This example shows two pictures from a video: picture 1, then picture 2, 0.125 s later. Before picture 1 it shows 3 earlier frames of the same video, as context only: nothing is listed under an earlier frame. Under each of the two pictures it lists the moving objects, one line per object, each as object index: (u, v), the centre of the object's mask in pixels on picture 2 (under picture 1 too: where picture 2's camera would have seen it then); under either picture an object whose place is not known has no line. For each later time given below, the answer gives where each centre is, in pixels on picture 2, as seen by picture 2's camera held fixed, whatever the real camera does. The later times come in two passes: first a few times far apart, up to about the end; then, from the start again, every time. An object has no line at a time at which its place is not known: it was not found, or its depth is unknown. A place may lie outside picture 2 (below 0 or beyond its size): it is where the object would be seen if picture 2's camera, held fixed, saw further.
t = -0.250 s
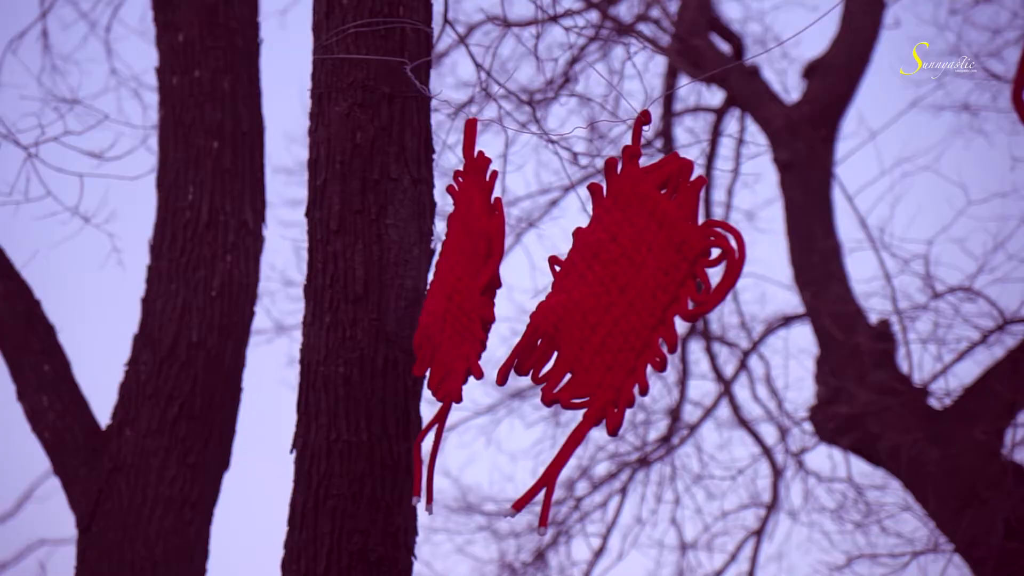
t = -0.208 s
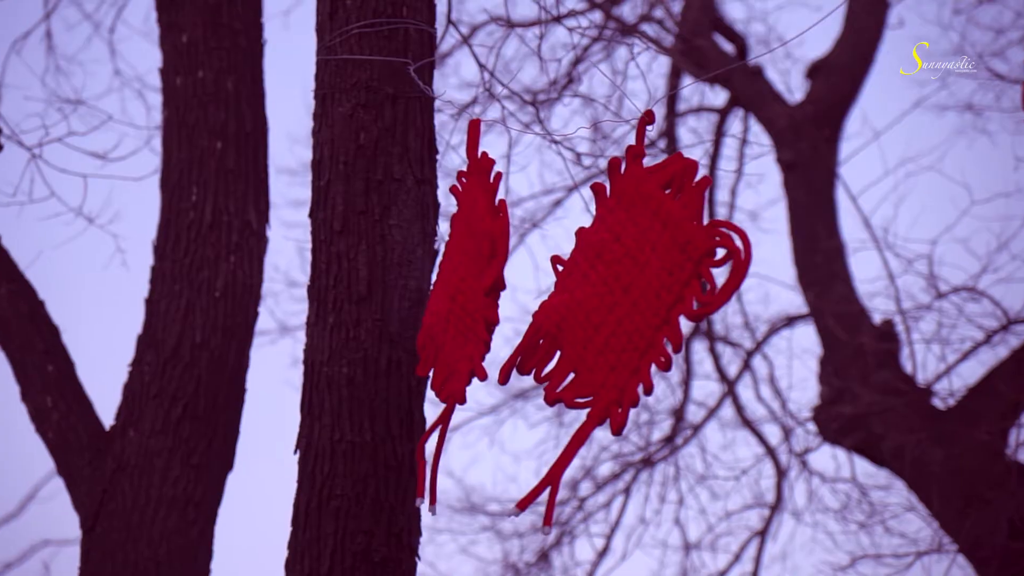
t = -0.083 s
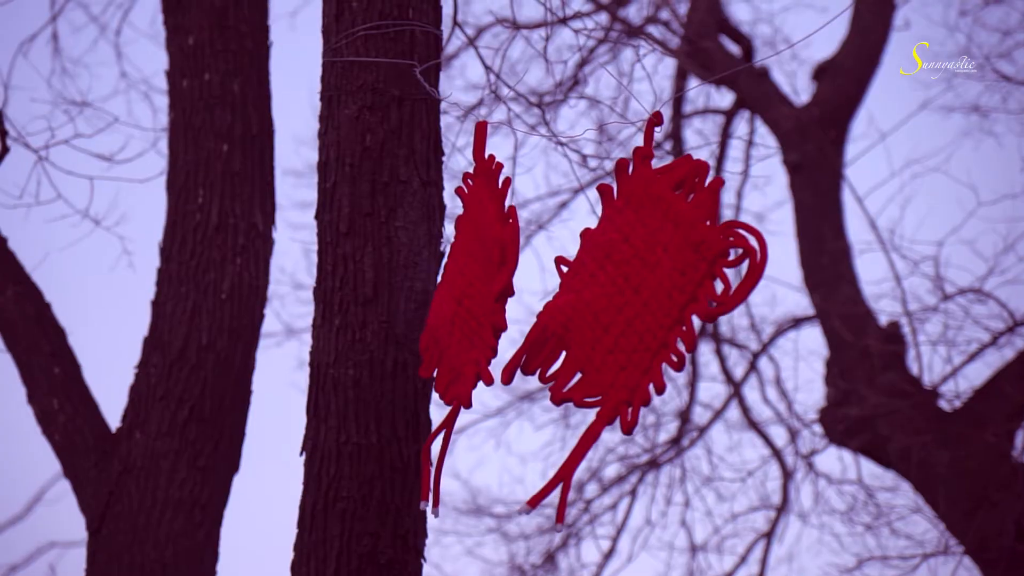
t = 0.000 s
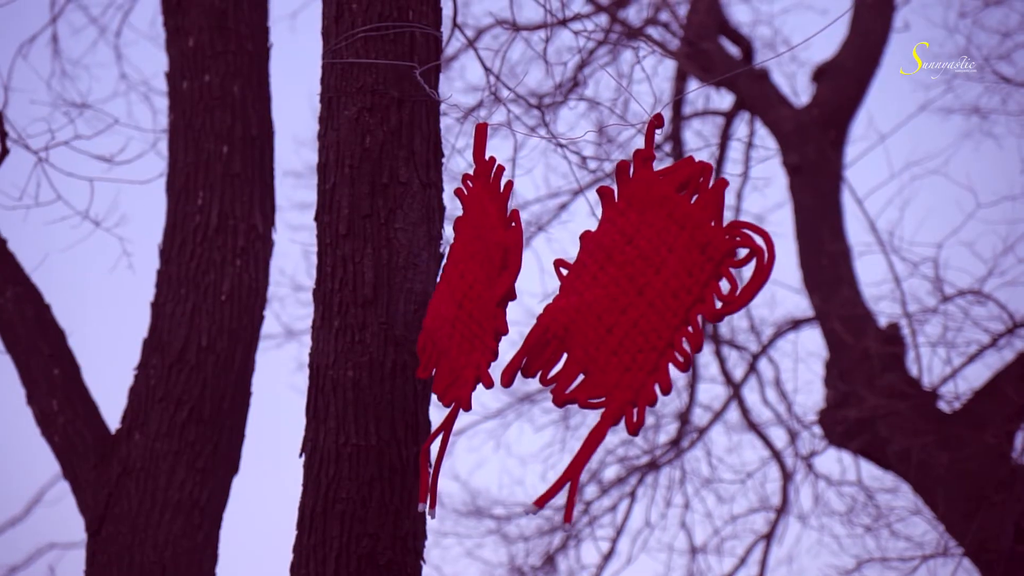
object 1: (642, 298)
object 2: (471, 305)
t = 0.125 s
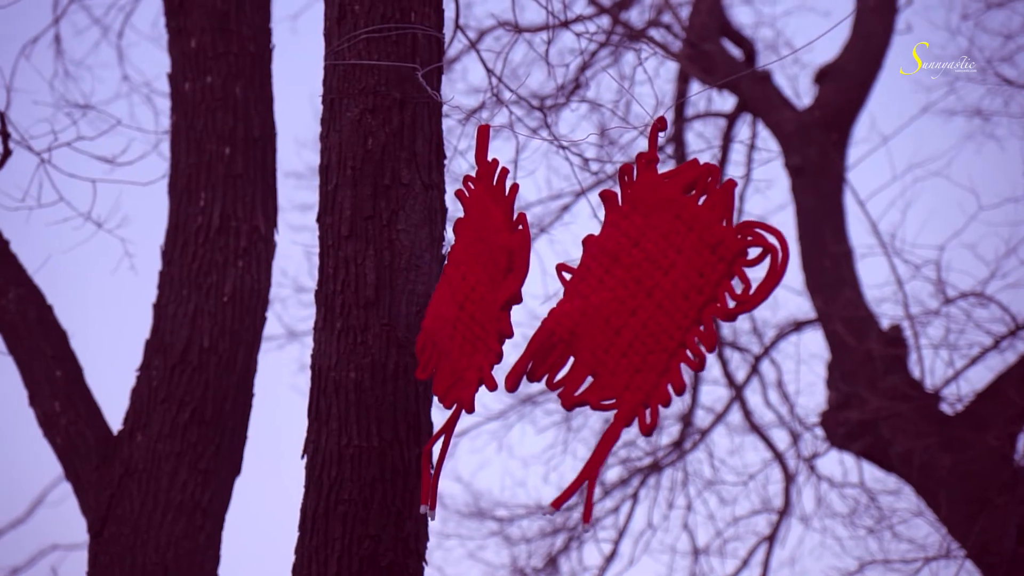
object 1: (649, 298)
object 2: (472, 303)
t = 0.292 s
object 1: (657, 298)
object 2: (474, 301)
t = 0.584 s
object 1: (662, 300)
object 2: (479, 293)
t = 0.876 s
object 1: (656, 304)
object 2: (481, 291)
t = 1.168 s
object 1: (652, 304)
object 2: (474, 293)
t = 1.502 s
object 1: (656, 299)
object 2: (466, 290)
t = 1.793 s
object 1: (659, 302)
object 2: (470, 289)
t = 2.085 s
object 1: (657, 303)
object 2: (475, 290)
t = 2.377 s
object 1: (660, 305)
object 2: (475, 301)
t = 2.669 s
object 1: (668, 305)
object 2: (475, 306)
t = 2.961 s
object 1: (672, 302)
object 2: (476, 303)
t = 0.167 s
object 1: (651, 298)
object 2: (472, 303)
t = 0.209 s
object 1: (653, 298)
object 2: (473, 302)
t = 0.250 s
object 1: (655, 298)
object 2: (473, 301)
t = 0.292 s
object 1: (657, 298)
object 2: (474, 301)
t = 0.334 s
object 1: (659, 297)
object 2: (475, 299)
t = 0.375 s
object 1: (660, 297)
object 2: (475, 298)
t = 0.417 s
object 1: (661, 297)
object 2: (476, 297)
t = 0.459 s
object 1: (662, 298)
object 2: (477, 296)
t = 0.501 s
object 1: (662, 298)
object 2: (478, 295)
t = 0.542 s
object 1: (662, 299)
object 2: (479, 294)
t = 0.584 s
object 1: (662, 300)
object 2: (479, 293)
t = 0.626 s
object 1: (661, 300)
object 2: (480, 292)
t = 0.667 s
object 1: (660, 301)
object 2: (481, 292)
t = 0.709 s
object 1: (660, 301)
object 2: (481, 291)
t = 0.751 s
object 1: (659, 302)
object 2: (482, 291)
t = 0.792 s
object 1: (657, 303)
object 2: (482, 291)
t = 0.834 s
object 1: (656, 303)
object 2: (482, 291)
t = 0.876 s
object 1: (656, 304)
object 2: (481, 291)
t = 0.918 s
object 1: (655, 304)
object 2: (481, 292)
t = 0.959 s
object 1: (654, 304)
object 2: (480, 292)
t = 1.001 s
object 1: (653, 305)
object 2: (479, 292)
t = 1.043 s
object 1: (653, 305)
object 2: (478, 293)
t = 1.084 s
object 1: (652, 305)
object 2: (477, 293)
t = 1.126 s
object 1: (652, 305)
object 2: (476, 293)
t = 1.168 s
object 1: (652, 304)
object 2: (474, 293)
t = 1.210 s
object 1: (653, 304)
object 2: (473, 293)
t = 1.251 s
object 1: (653, 303)
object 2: (472, 292)
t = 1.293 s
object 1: (653, 302)
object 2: (470, 292)
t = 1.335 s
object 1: (654, 301)
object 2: (469, 291)
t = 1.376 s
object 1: (654, 300)
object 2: (468, 291)
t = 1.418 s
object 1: (655, 300)
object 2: (467, 291)
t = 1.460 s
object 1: (656, 299)
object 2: (467, 290)
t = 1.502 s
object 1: (656, 299)
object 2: (466, 290)
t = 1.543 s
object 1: (657, 298)
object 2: (466, 290)
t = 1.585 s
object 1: (658, 298)
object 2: (467, 290)
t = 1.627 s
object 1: (658, 299)
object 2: (467, 289)
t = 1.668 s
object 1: (658, 300)
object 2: (468, 289)
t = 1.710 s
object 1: (659, 300)
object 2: (468, 289)
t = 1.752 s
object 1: (659, 301)
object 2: (469, 289)
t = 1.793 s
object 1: (659, 302)
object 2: (470, 289)
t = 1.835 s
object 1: (658, 302)
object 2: (471, 289)
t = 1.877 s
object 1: (658, 303)
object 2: (473, 288)
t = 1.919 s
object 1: (658, 303)
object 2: (473, 289)
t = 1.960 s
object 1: (658, 303)
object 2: (474, 289)
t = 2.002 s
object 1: (658, 303)
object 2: (474, 289)
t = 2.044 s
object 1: (657, 303)
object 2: (475, 290)
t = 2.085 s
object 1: (657, 303)
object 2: (475, 290)
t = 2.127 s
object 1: (657, 303)
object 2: (475, 291)
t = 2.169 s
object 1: (657, 303)
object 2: (475, 293)
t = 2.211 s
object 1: (658, 303)
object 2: (475, 293)
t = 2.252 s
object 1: (658, 304)
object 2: (475, 295)
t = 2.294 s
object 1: (659, 304)
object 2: (475, 297)
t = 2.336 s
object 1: (659, 304)
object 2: (475, 299)
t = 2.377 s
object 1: (660, 305)
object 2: (475, 301)
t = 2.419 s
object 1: (661, 306)
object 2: (474, 303)
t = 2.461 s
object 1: (662, 306)
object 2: (474, 304)
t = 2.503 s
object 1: (663, 306)
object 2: (474, 306)
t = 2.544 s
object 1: (664, 306)
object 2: (475, 304)
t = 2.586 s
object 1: (665, 306)
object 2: (475, 305)
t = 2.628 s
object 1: (666, 305)
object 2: (475, 306)
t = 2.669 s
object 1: (668, 305)
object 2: (475, 306)
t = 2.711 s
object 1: (669, 304)
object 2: (476, 306)
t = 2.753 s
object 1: (670, 304)
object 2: (475, 306)
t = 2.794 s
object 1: (671, 302)
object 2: (475, 306)
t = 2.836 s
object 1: (671, 302)
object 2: (476, 305)
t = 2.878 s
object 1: (671, 302)
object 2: (475, 305)
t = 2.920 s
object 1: (672, 302)
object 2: (476, 304)
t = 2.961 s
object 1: (672, 302)
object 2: (476, 303)
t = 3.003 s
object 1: (672, 302)
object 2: (476, 303)
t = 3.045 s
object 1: (672, 302)
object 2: (476, 302)
